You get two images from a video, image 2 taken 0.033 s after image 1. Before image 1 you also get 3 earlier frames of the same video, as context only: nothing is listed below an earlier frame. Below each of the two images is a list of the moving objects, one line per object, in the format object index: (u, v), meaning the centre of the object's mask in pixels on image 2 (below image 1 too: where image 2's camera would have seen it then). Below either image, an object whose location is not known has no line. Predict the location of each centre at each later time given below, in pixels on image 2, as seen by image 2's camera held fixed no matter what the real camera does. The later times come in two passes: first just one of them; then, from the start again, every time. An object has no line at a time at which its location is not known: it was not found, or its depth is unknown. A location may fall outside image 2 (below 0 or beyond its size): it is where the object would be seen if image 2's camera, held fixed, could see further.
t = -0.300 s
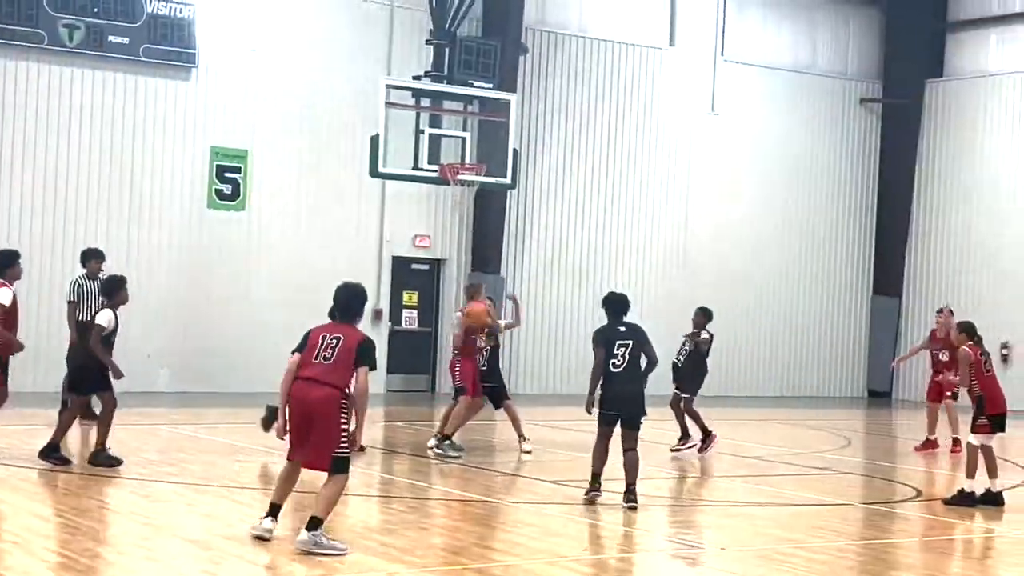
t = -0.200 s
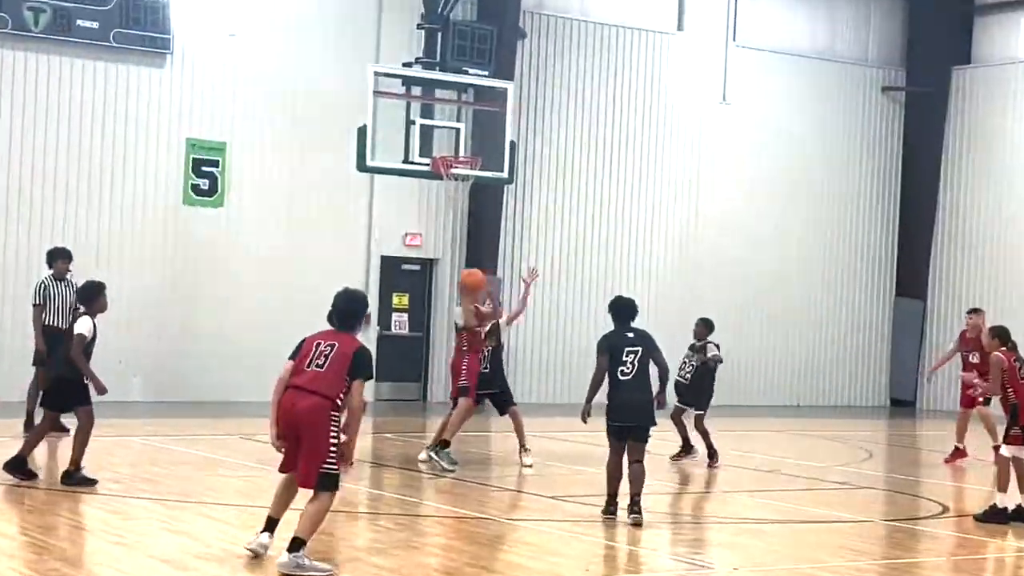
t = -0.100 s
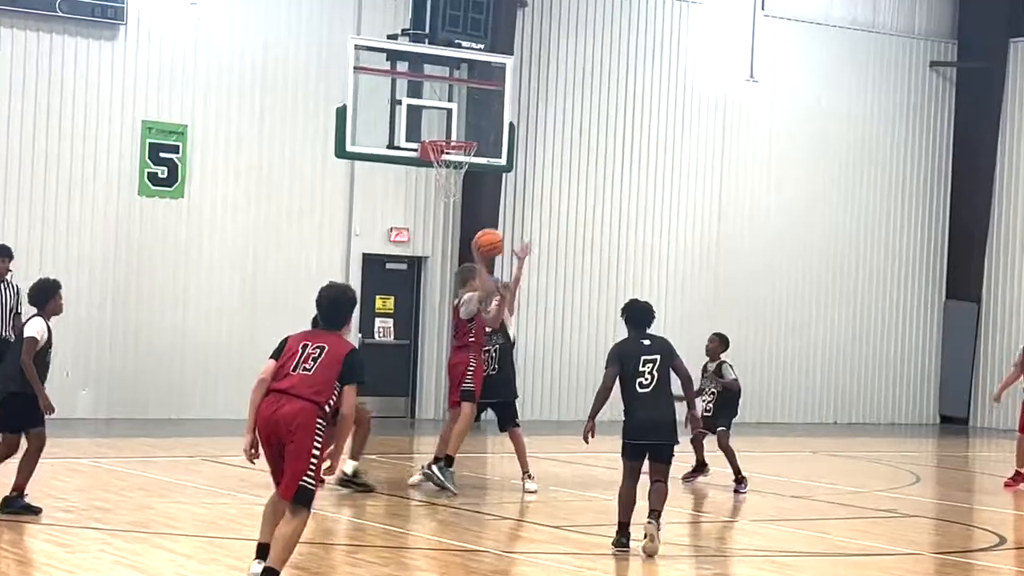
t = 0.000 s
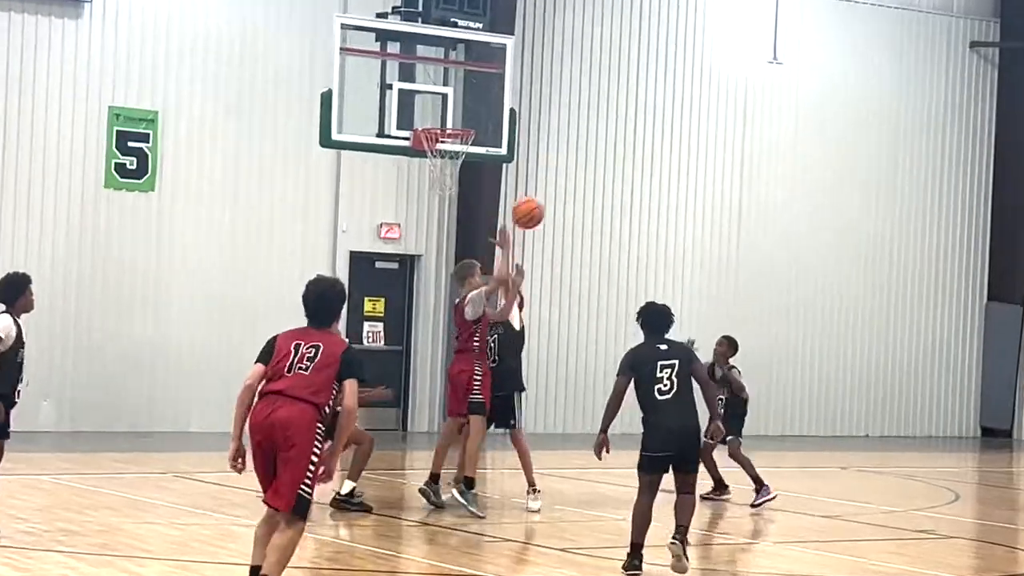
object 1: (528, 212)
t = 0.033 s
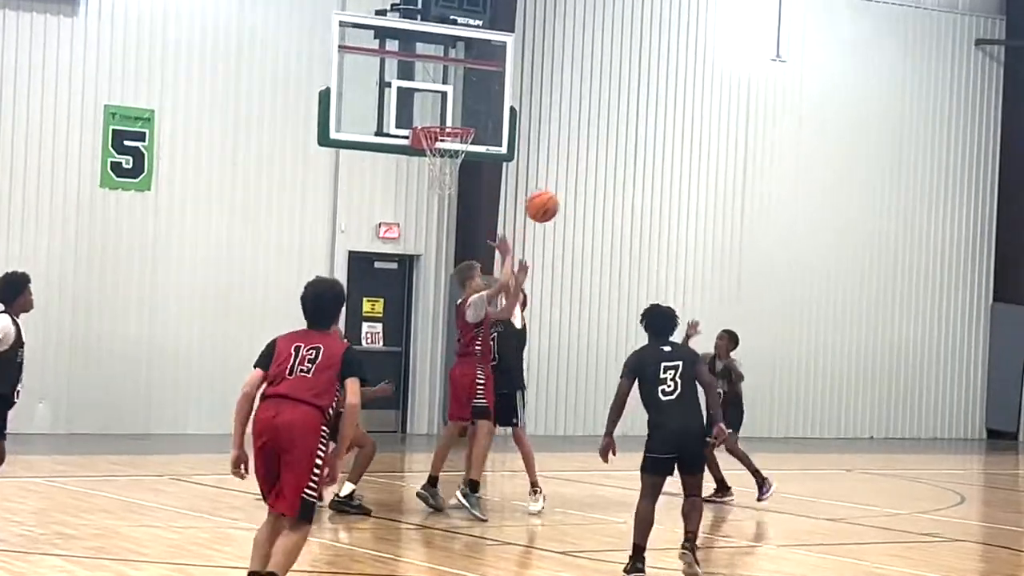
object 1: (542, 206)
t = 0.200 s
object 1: (608, 199)
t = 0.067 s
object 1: (555, 202)
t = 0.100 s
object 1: (568, 199)
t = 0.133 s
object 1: (582, 197)
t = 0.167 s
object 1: (595, 197)
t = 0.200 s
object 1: (608, 199)
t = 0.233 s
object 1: (621, 202)
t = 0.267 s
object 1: (633, 207)
